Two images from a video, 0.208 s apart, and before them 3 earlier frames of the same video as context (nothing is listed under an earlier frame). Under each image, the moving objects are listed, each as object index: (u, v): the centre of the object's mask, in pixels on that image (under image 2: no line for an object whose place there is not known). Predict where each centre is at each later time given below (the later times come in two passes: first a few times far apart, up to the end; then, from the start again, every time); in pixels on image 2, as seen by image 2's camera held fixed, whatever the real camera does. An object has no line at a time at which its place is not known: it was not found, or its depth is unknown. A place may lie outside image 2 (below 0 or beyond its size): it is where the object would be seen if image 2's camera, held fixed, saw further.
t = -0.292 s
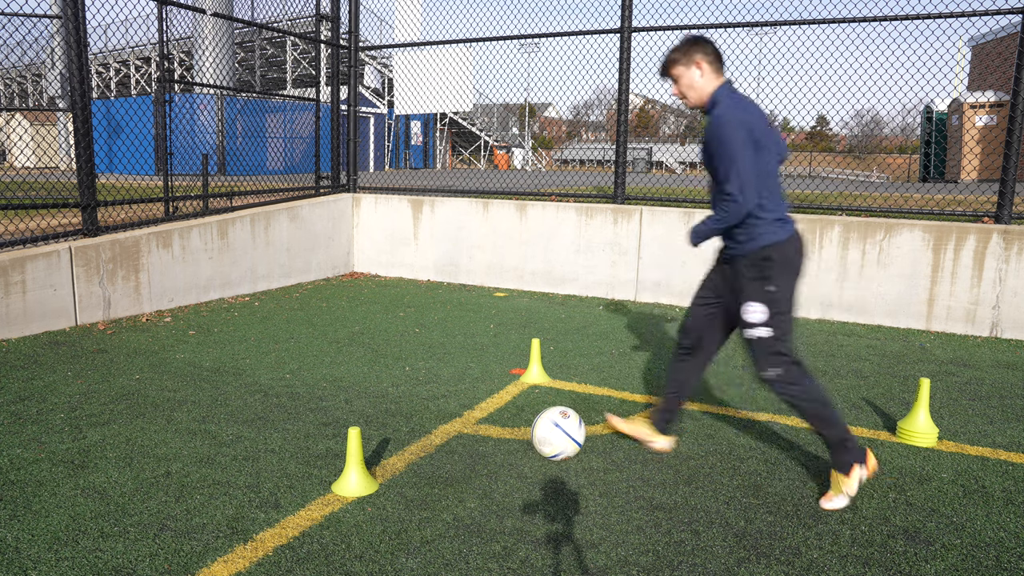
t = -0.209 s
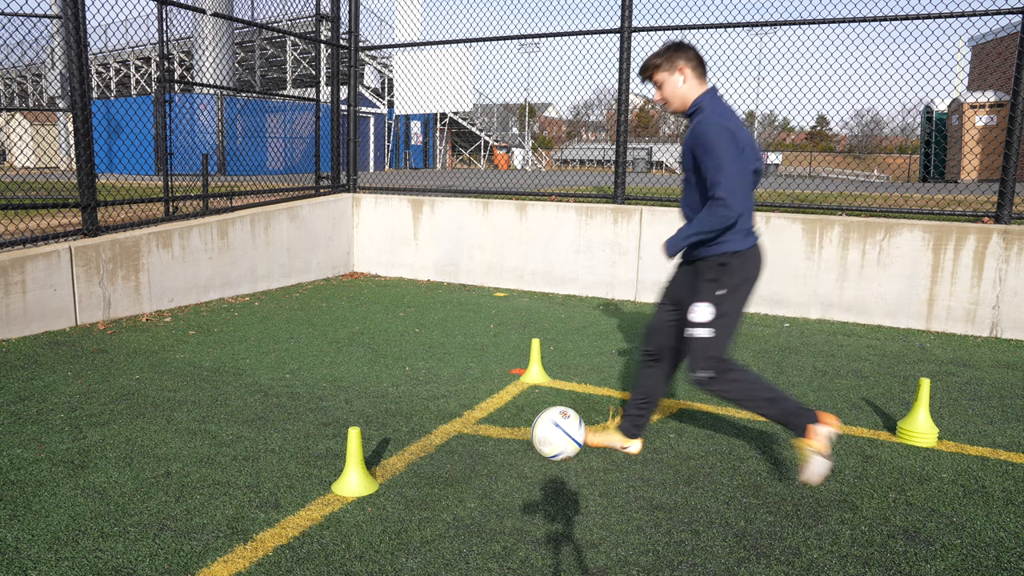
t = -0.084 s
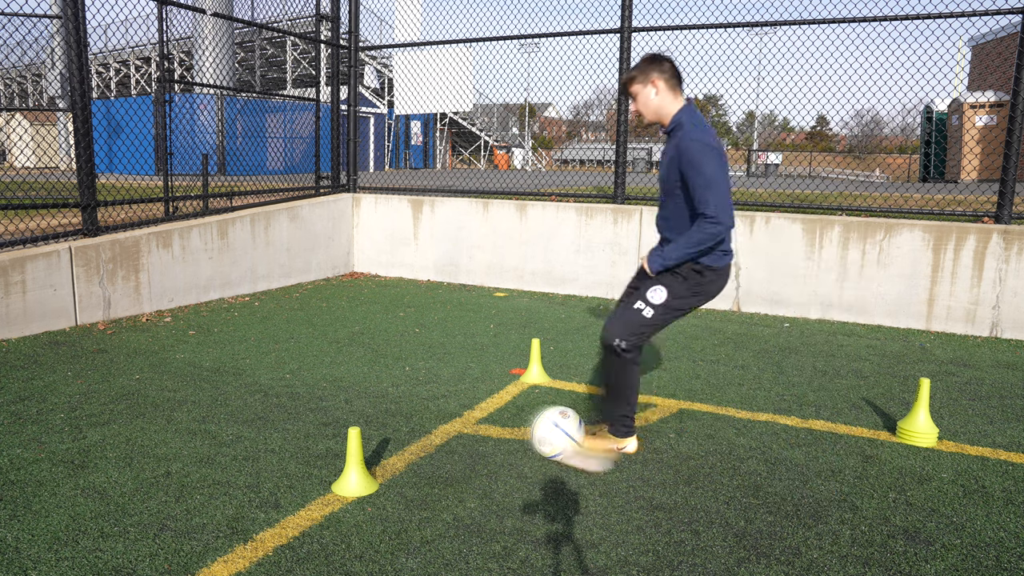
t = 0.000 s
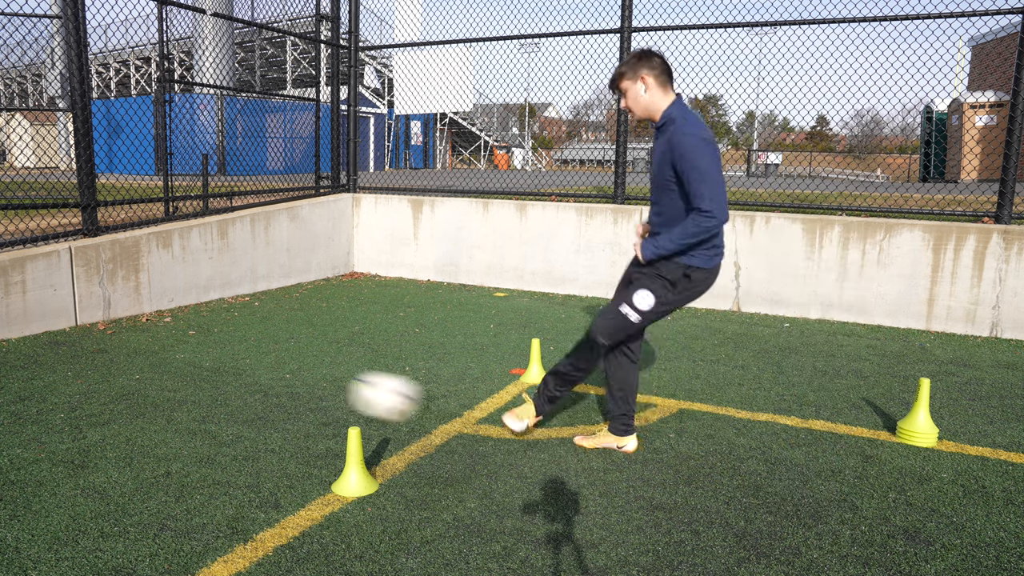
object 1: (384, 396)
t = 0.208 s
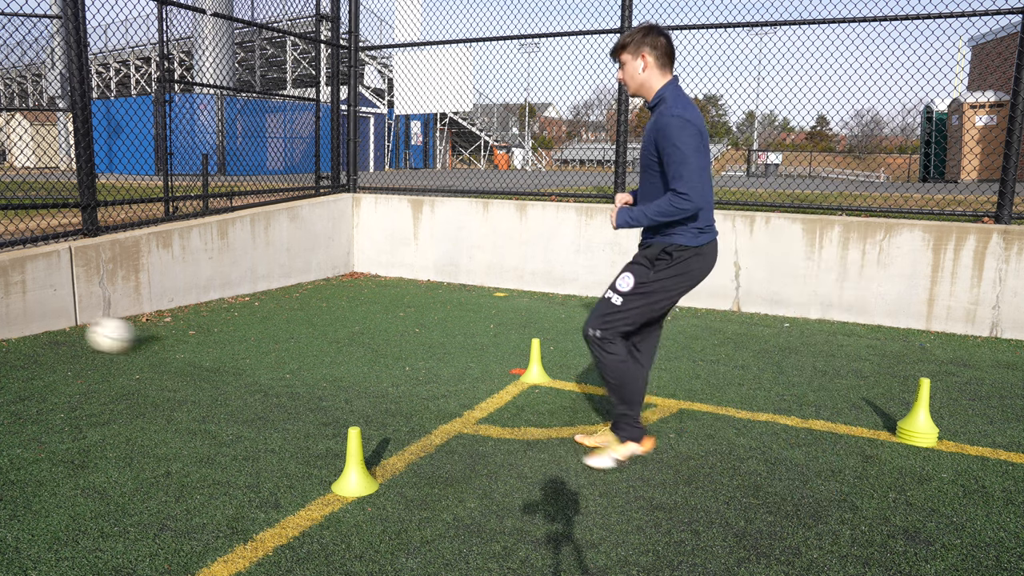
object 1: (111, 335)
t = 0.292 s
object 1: (57, 317)
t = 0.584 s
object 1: (299, 368)
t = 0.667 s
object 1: (371, 370)
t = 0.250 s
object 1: (75, 325)
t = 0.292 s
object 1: (57, 317)
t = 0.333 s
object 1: (83, 316)
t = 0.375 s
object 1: (113, 317)
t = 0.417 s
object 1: (145, 320)
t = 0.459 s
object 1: (180, 326)
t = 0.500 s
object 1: (217, 337)
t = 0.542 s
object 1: (256, 351)
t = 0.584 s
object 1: (299, 368)
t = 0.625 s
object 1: (335, 371)
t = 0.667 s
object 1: (371, 370)
